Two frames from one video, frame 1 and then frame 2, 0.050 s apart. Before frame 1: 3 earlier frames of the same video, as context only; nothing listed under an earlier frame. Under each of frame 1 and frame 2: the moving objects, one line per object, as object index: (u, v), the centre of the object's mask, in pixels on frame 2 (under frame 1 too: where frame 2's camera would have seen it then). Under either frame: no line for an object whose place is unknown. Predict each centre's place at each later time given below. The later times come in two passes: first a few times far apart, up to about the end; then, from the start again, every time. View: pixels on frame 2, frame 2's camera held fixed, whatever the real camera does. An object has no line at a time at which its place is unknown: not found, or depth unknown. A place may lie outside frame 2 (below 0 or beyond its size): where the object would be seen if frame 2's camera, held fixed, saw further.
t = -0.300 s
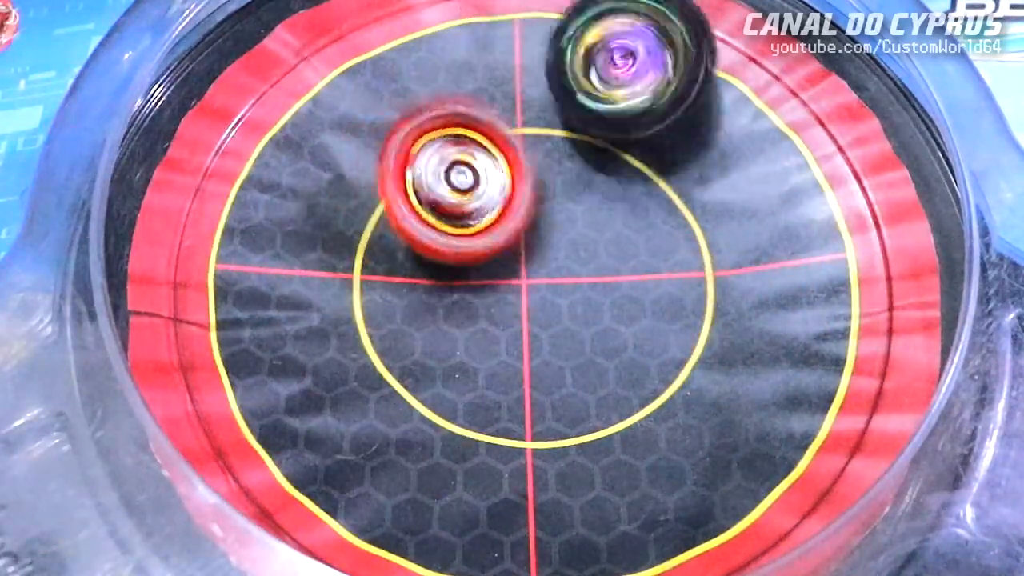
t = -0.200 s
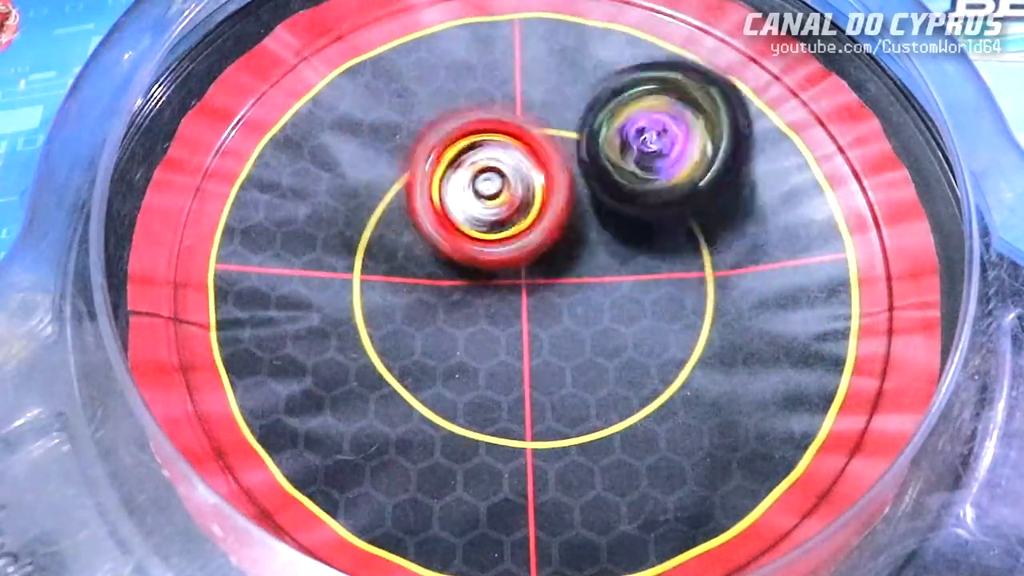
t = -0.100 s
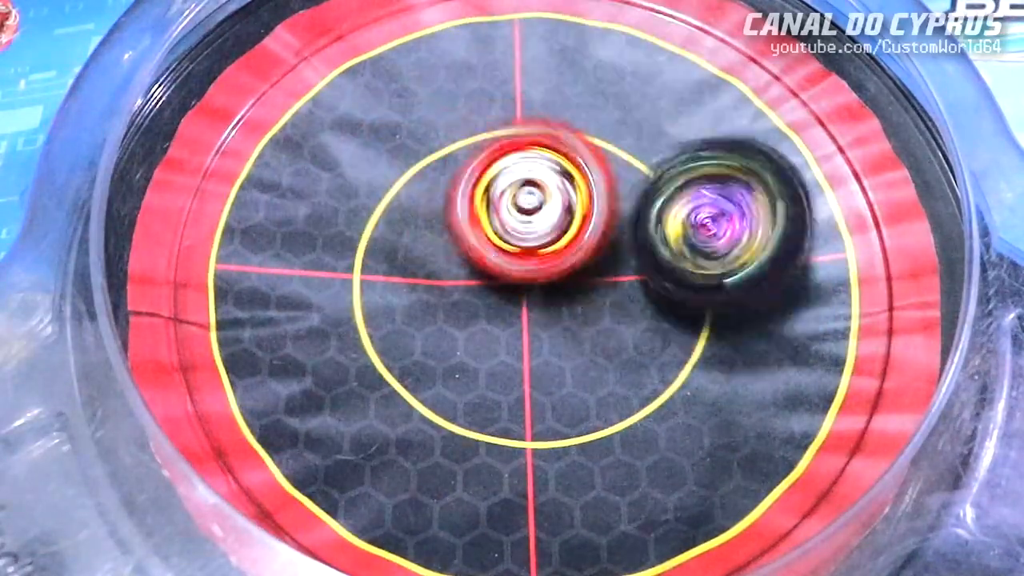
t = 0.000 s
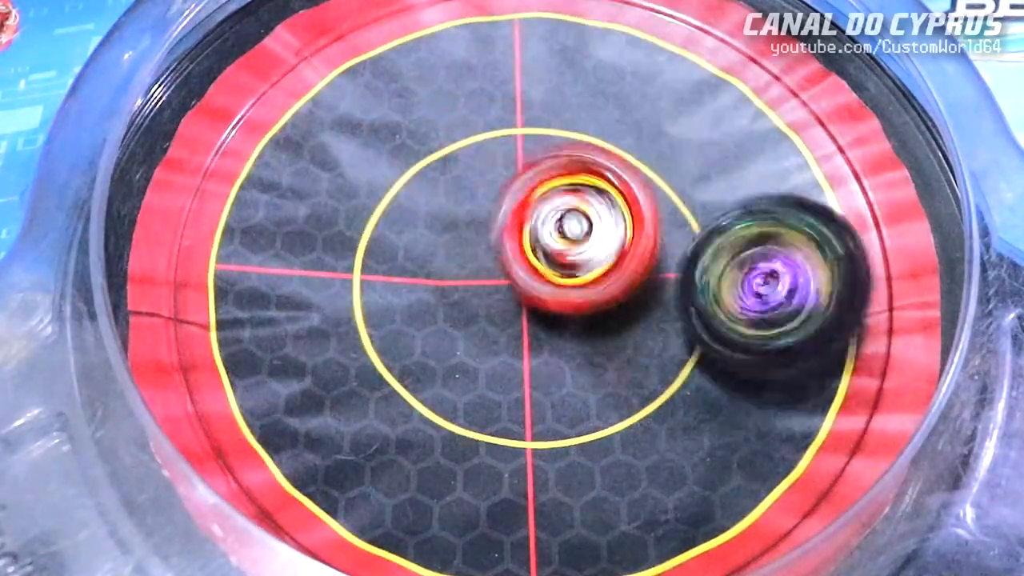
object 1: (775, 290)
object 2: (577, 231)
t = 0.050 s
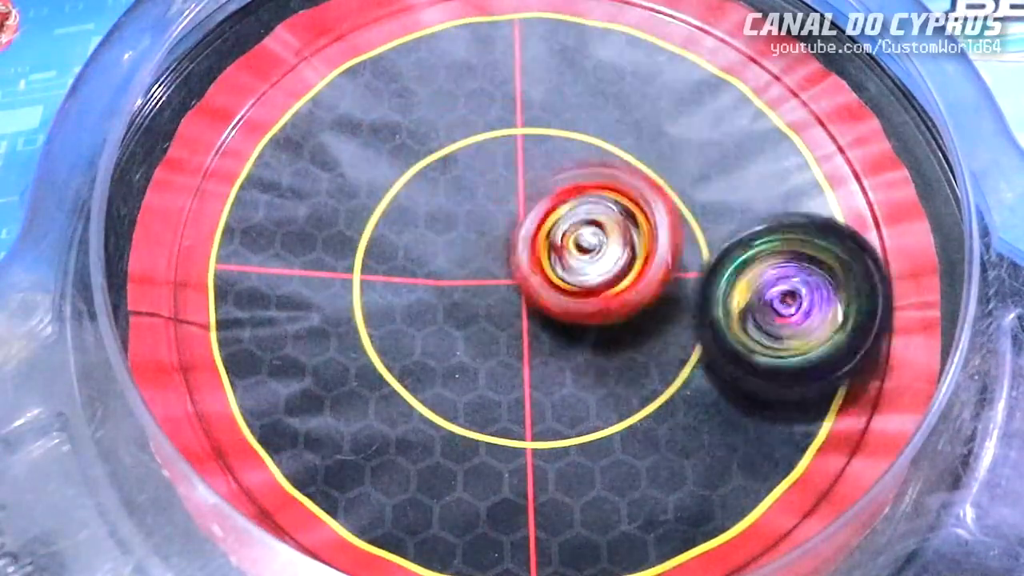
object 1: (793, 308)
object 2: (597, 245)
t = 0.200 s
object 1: (808, 327)
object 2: (619, 296)
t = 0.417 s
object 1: (789, 360)
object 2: (503, 310)
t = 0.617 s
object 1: (714, 368)
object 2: (353, 268)
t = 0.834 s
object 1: (520, 383)
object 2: (362, 252)
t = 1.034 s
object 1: (423, 450)
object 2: (489, 197)
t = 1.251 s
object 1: (444, 427)
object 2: (617, 214)
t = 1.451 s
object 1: (457, 280)
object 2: (644, 250)
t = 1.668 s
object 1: (410, 145)
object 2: (578, 283)
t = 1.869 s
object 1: (397, 123)
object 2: (515, 290)
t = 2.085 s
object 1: (432, 91)
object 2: (513, 339)
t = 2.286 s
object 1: (529, 126)
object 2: (541, 315)
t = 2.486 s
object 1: (628, 182)
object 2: (544, 322)
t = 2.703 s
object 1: (709, 244)
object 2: (534, 310)
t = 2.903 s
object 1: (716, 298)
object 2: (521, 305)
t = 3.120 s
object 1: (693, 381)
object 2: (488, 272)
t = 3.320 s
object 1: (635, 394)
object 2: (489, 272)
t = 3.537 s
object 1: (504, 357)
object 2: (497, 217)
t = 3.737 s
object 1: (396, 303)
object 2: (547, 235)
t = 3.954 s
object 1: (378, 245)
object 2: (539, 270)
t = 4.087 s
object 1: (401, 209)
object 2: (549, 271)
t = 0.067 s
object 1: (799, 316)
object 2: (600, 253)
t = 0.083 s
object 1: (803, 320)
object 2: (605, 258)
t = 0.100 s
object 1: (804, 322)
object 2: (607, 263)
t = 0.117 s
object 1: (805, 324)
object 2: (613, 267)
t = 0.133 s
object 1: (808, 325)
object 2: (616, 275)
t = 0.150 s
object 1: (810, 327)
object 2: (614, 279)
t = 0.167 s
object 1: (808, 328)
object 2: (616, 285)
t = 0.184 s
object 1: (808, 329)
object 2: (618, 290)
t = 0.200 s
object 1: (808, 327)
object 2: (619, 296)
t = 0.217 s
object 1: (809, 329)
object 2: (616, 301)
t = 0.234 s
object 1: (810, 329)
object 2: (616, 304)
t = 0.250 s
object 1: (808, 328)
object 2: (613, 309)
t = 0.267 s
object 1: (805, 329)
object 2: (608, 312)
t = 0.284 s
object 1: (803, 331)
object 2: (607, 314)
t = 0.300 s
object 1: (799, 334)
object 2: (604, 319)
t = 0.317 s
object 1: (792, 337)
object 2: (599, 321)
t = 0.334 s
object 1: (787, 338)
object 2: (593, 326)
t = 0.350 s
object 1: (781, 340)
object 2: (586, 325)
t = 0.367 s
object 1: (786, 350)
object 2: (568, 323)
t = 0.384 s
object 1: (786, 355)
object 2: (548, 317)
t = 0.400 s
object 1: (786, 357)
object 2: (525, 311)
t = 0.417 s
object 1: (789, 360)
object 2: (503, 310)
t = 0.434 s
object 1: (786, 364)
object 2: (484, 307)
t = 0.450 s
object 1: (782, 364)
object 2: (469, 300)
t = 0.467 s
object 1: (776, 362)
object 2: (450, 296)
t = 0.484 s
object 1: (775, 360)
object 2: (433, 294)
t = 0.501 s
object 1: (773, 361)
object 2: (422, 291)
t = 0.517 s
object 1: (771, 363)
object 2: (408, 286)
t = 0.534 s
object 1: (764, 365)
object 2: (395, 282)
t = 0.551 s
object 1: (756, 366)
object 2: (385, 280)
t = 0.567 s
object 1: (749, 365)
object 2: (376, 277)
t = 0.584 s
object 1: (737, 367)
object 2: (368, 274)
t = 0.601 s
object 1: (727, 367)
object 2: (359, 269)
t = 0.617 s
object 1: (714, 368)
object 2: (353, 268)
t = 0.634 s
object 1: (701, 368)
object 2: (346, 265)
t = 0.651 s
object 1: (692, 369)
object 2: (344, 264)
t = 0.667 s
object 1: (678, 372)
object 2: (341, 260)
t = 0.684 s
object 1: (664, 374)
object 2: (337, 257)
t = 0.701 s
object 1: (648, 375)
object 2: (336, 254)
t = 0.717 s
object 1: (632, 374)
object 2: (335, 252)
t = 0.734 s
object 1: (617, 372)
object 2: (334, 251)
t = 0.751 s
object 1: (600, 374)
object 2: (338, 250)
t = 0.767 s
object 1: (585, 374)
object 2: (345, 254)
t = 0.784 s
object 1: (571, 378)
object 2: (349, 254)
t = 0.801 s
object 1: (551, 379)
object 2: (352, 254)
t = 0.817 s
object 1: (535, 382)
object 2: (358, 252)
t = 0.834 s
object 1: (520, 383)
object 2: (362, 252)
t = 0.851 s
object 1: (505, 383)
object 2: (367, 248)
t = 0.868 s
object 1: (487, 387)
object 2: (377, 245)
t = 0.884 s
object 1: (471, 388)
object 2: (385, 244)
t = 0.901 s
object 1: (463, 395)
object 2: (394, 238)
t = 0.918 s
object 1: (451, 408)
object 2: (404, 232)
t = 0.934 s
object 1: (436, 413)
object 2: (415, 222)
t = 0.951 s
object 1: (435, 425)
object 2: (424, 213)
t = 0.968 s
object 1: (424, 434)
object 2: (439, 205)
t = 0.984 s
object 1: (422, 439)
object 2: (454, 203)
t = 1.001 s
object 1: (420, 444)
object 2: (469, 203)
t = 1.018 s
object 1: (421, 447)
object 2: (479, 200)
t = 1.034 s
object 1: (423, 450)
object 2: (489, 197)
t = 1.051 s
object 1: (422, 453)
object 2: (503, 193)
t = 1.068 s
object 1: (422, 453)
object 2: (516, 195)
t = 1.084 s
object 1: (423, 453)
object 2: (527, 198)
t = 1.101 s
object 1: (427, 451)
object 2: (536, 197)
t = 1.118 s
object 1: (429, 450)
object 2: (549, 196)
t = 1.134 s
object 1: (435, 450)
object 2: (560, 198)
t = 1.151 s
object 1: (436, 451)
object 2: (569, 202)
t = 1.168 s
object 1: (440, 449)
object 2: (578, 204)
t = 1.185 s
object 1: (440, 447)
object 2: (588, 206)
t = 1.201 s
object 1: (444, 443)
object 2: (596, 207)
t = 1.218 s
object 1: (447, 440)
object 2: (604, 210)
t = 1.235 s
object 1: (448, 435)
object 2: (610, 212)
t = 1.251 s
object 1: (444, 427)
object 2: (617, 214)
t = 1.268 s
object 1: (447, 418)
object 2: (623, 218)
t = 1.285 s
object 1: (452, 411)
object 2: (627, 221)
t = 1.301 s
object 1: (455, 402)
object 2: (630, 223)
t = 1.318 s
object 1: (452, 390)
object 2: (636, 225)
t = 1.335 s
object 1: (454, 374)
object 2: (640, 229)
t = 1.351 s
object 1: (453, 362)
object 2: (641, 233)
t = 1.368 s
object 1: (457, 349)
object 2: (640, 235)
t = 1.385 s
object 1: (459, 336)
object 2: (642, 236)
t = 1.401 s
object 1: (460, 323)
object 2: (645, 239)
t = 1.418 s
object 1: (462, 309)
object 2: (647, 244)
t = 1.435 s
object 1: (459, 294)
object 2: (646, 247)
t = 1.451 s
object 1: (457, 280)
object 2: (644, 250)
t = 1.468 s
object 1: (454, 267)
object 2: (641, 253)
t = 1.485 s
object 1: (453, 252)
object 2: (640, 257)
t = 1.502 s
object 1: (449, 239)
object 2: (636, 261)
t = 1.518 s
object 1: (445, 227)
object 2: (630, 265)
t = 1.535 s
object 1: (444, 219)
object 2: (625, 268)
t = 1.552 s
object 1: (432, 200)
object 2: (622, 269)
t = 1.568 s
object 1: (427, 192)
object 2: (619, 272)
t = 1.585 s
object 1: (426, 183)
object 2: (611, 275)
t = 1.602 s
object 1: (422, 172)
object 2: (603, 278)
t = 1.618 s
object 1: (417, 164)
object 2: (597, 279)
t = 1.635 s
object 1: (413, 156)
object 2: (591, 281)
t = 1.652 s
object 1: (412, 150)
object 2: (585, 282)
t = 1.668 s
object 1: (410, 145)
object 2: (578, 283)
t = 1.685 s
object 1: (408, 142)
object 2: (568, 284)
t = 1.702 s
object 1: (406, 140)
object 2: (561, 283)
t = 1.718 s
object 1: (404, 141)
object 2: (554, 282)
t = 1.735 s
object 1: (399, 141)
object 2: (548, 282)
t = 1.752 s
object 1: (398, 141)
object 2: (543, 281)
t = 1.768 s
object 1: (396, 141)
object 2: (537, 280)
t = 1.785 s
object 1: (397, 141)
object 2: (528, 279)
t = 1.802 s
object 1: (397, 143)
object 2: (523, 277)
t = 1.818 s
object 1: (398, 144)
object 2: (518, 276)
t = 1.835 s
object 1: (396, 142)
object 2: (515, 277)
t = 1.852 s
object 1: (395, 133)
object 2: (516, 284)
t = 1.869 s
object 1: (397, 123)
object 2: (515, 290)
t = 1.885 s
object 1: (402, 118)
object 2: (516, 298)
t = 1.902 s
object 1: (403, 114)
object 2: (515, 305)
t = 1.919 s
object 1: (401, 109)
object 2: (515, 313)
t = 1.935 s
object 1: (397, 103)
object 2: (515, 321)
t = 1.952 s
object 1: (397, 97)
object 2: (515, 331)
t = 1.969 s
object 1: (400, 93)
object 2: (514, 339)
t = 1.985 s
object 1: (405, 91)
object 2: (512, 343)
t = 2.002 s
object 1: (412, 91)
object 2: (510, 344)
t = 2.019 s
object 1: (416, 94)
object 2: (510, 344)
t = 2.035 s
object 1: (418, 94)
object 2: (512, 343)
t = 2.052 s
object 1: (419, 93)
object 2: (514, 342)
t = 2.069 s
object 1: (426, 91)
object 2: (514, 341)
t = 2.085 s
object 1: (432, 91)
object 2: (513, 339)
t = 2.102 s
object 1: (439, 94)
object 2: (512, 337)
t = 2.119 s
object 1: (444, 96)
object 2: (512, 334)
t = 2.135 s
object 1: (451, 97)
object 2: (512, 332)
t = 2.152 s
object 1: (458, 101)
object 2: (513, 329)
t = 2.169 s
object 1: (466, 105)
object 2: (514, 326)
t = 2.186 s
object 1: (474, 108)
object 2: (517, 324)
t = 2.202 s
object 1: (481, 112)
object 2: (521, 321)
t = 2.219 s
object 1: (490, 114)
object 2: (524, 320)
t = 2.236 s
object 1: (502, 117)
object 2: (528, 318)
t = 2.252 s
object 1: (511, 119)
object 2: (532, 316)
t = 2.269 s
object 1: (519, 124)
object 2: (537, 316)
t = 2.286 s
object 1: (529, 126)
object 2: (541, 315)
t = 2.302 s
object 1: (541, 133)
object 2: (544, 315)
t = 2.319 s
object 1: (551, 142)
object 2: (547, 314)
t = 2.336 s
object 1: (558, 148)
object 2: (549, 314)
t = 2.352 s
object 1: (562, 150)
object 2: (549, 315)
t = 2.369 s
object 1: (569, 151)
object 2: (548, 317)
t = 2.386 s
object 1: (578, 152)
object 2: (547, 319)
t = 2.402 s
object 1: (589, 153)
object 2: (546, 322)
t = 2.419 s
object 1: (600, 157)
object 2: (545, 324)
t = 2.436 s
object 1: (608, 164)
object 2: (546, 324)
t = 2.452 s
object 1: (616, 170)
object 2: (546, 324)
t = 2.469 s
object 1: (623, 178)
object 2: (545, 323)
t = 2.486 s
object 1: (628, 182)
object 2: (544, 322)
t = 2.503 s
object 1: (635, 186)
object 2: (542, 320)
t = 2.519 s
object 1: (641, 190)
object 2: (541, 317)
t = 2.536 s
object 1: (651, 193)
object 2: (539, 315)
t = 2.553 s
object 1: (659, 198)
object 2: (538, 313)
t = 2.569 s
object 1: (669, 202)
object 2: (536, 312)
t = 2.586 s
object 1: (676, 207)
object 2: (536, 312)
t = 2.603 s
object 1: (681, 213)
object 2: (535, 311)
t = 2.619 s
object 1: (685, 218)
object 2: (535, 311)
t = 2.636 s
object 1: (690, 223)
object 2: (534, 311)
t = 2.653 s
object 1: (692, 227)
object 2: (534, 311)
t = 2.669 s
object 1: (698, 234)
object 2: (534, 311)
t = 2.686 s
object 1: (702, 236)
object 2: (534, 311)
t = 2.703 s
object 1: (709, 244)
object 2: (534, 310)
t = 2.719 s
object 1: (715, 254)
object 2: (533, 310)
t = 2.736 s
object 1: (715, 255)
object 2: (533, 310)
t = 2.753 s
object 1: (716, 262)
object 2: (533, 310)
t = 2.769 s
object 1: (718, 268)
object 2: (533, 310)
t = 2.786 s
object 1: (717, 270)
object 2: (533, 310)
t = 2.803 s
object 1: (718, 272)
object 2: (532, 310)
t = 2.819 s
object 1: (721, 273)
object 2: (531, 309)
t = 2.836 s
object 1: (724, 276)
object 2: (530, 309)
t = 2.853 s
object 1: (725, 281)
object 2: (529, 308)
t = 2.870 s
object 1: (726, 286)
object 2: (527, 308)
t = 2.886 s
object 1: (721, 294)
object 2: (524, 307)
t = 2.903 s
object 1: (716, 298)
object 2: (521, 305)
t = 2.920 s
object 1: (712, 304)
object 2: (519, 304)
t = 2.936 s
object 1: (706, 309)
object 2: (517, 303)
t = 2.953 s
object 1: (703, 314)
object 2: (516, 303)
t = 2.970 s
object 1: (699, 321)
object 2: (516, 302)
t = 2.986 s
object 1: (698, 328)
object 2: (512, 301)
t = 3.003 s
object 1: (698, 339)
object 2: (505, 296)
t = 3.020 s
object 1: (698, 350)
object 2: (499, 291)
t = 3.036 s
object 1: (695, 357)
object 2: (495, 285)
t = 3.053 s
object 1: (695, 364)
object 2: (492, 281)
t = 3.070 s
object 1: (694, 368)
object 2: (489, 278)
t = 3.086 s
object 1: (693, 373)
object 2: (488, 275)
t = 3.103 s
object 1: (692, 377)
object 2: (488, 274)
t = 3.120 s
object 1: (693, 381)
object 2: (488, 272)
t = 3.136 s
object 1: (691, 387)
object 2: (488, 272)
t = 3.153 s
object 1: (685, 391)
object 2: (489, 271)
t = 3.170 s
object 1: (680, 394)
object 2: (489, 271)
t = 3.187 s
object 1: (676, 396)
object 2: (490, 272)
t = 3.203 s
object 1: (669, 396)
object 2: (489, 272)
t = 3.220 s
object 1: (664, 396)
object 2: (489, 272)
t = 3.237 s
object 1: (660, 396)
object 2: (489, 272)
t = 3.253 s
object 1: (656, 396)
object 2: (489, 272)
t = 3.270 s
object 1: (653, 398)
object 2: (489, 272)
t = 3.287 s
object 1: (645, 396)
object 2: (489, 272)
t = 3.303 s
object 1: (641, 396)
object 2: (489, 272)
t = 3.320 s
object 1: (635, 394)
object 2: (489, 272)
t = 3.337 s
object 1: (623, 387)
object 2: (489, 272)
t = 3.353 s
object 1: (614, 386)
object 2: (488, 270)
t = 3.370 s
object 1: (602, 383)
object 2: (486, 266)
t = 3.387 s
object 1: (592, 381)
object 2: (484, 262)
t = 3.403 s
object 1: (581, 376)
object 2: (483, 259)
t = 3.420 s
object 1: (574, 373)
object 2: (482, 254)
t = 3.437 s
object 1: (567, 372)
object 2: (482, 248)
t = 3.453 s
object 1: (560, 371)
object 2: (483, 243)
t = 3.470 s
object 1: (549, 368)
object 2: (484, 236)
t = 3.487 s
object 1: (536, 365)
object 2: (487, 230)
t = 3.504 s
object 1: (527, 364)
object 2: (490, 226)
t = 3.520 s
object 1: (514, 362)
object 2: (494, 220)
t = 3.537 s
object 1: (504, 357)
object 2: (497, 217)
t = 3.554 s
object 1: (494, 353)
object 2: (501, 216)
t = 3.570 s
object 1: (484, 348)
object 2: (505, 216)
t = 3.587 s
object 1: (475, 343)
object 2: (511, 216)
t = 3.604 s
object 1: (464, 338)
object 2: (517, 217)
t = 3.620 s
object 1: (450, 336)
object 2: (522, 217)
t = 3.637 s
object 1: (439, 329)
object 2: (526, 218)
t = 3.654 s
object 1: (431, 327)
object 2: (531, 220)
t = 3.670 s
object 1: (420, 321)
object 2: (534, 223)
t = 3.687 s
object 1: (411, 316)
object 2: (538, 226)
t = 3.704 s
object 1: (409, 312)
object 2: (542, 230)
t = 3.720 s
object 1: (401, 306)
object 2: (545, 232)
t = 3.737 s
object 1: (396, 303)
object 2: (547, 235)
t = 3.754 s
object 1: (392, 300)
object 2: (548, 239)
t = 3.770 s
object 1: (386, 295)
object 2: (549, 242)
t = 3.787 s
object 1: (382, 290)
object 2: (550, 246)
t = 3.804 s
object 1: (378, 287)
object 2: (551, 250)
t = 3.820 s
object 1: (373, 281)
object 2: (550, 253)
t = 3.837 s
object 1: (373, 278)
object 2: (549, 255)
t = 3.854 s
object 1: (373, 273)
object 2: (548, 257)
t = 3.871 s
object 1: (374, 269)
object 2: (547, 259)
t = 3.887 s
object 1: (376, 264)
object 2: (546, 261)
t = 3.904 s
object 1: (377, 260)
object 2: (544, 262)
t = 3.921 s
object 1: (378, 254)
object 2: (543, 265)
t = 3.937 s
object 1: (378, 250)
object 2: (541, 268)
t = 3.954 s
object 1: (378, 245)
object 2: (539, 270)
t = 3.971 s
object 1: (379, 242)
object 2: (537, 271)
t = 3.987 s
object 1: (381, 238)
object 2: (536, 271)
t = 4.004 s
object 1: (384, 234)
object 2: (537, 271)
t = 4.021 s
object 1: (386, 229)
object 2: (539, 271)
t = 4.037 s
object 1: (390, 224)
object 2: (543, 272)
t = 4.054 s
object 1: (392, 219)
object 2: (547, 271)
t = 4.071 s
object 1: (396, 213)
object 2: (548, 271)
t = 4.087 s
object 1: (401, 209)
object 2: (549, 271)
